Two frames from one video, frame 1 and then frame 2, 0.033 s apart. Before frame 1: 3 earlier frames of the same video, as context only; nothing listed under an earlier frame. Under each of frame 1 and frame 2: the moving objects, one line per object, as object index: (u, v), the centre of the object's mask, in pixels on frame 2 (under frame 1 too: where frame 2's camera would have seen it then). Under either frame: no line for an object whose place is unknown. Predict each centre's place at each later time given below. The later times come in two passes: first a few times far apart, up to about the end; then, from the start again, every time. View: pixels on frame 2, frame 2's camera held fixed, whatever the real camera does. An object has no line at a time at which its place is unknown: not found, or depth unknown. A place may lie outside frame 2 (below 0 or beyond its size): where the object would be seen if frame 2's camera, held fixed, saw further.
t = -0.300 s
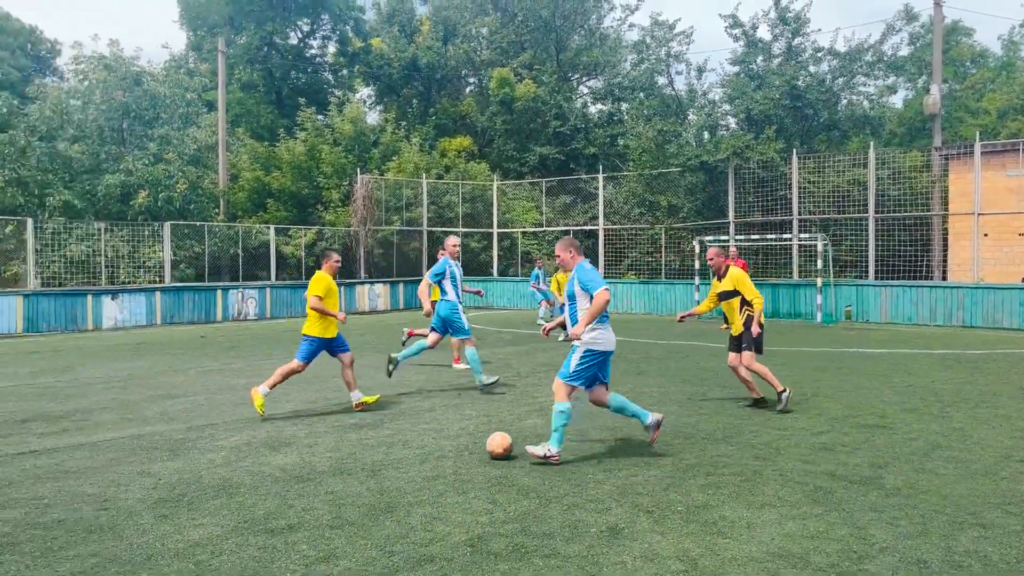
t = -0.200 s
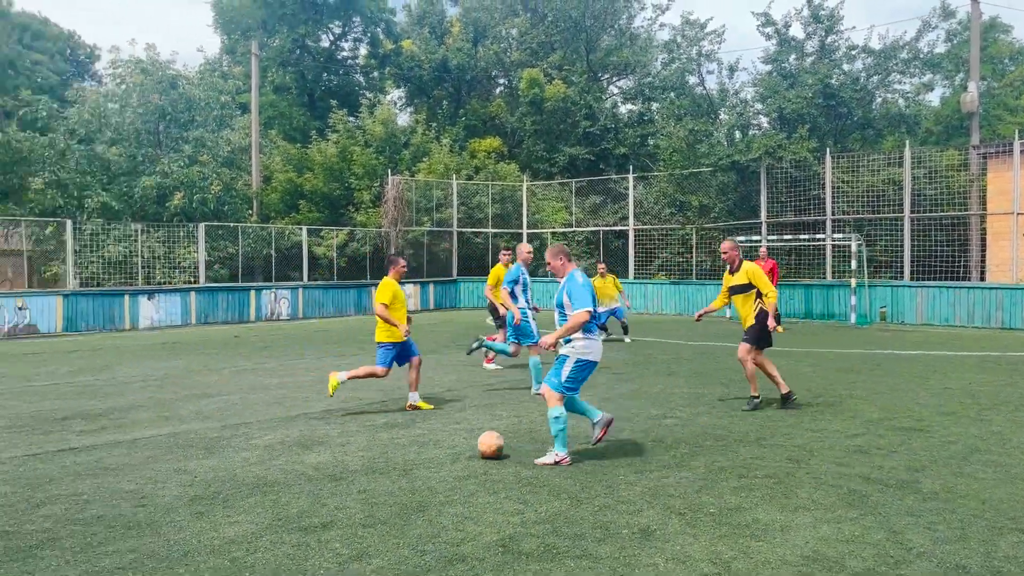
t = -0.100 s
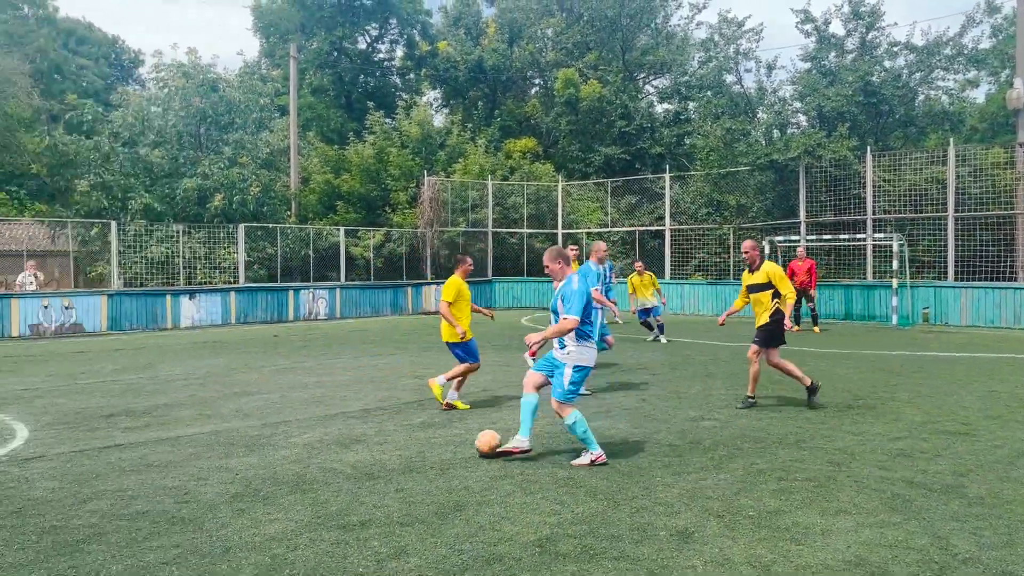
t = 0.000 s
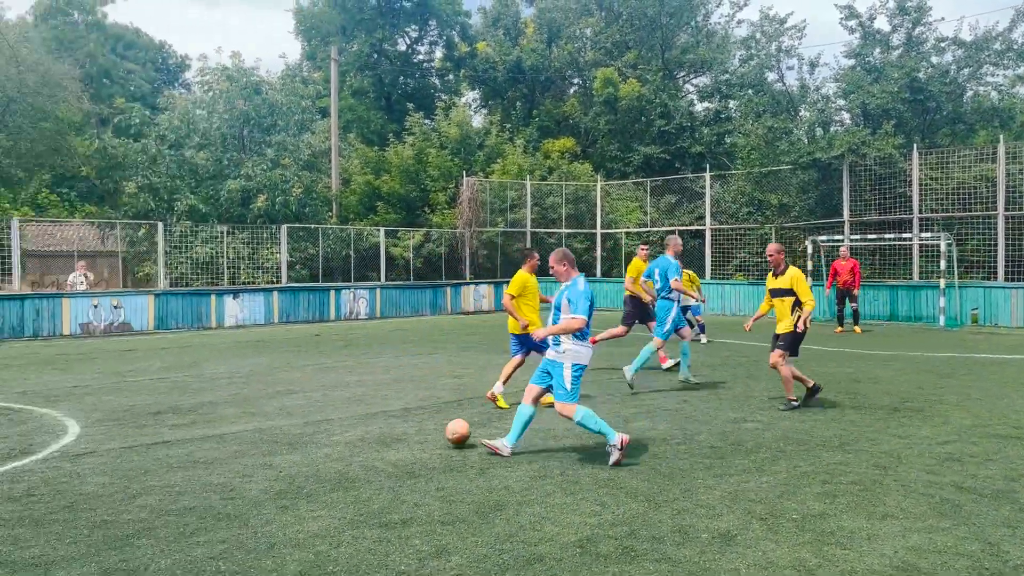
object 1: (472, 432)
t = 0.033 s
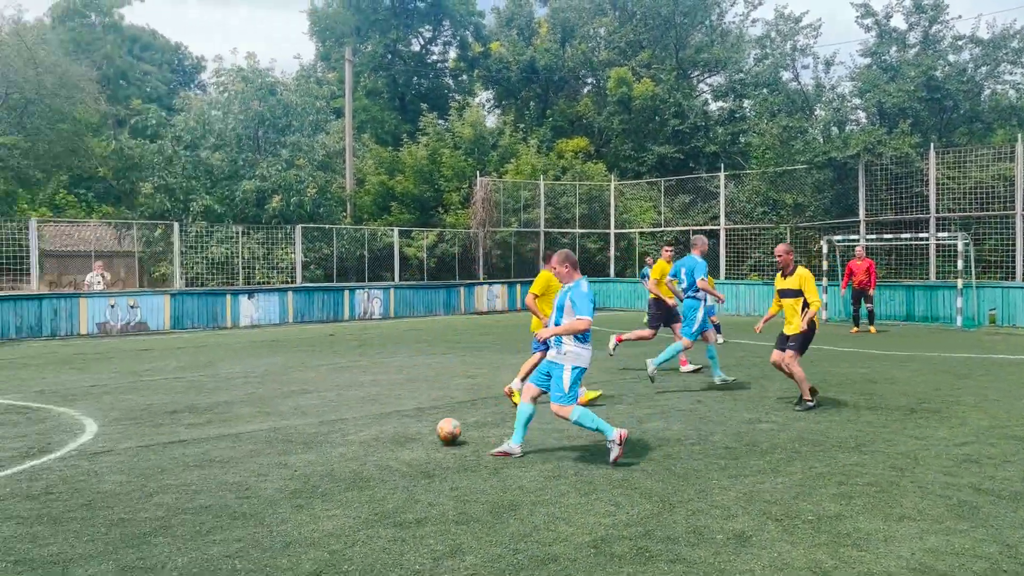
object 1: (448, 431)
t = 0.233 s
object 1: (338, 419)
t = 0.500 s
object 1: (233, 408)
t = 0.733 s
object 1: (157, 401)
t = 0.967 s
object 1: (92, 390)
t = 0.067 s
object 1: (426, 431)
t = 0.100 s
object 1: (407, 428)
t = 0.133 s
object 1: (388, 426)
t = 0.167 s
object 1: (371, 422)
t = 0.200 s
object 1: (354, 420)
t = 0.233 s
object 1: (338, 419)
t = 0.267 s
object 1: (323, 417)
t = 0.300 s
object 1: (309, 414)
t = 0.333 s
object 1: (295, 413)
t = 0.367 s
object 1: (282, 412)
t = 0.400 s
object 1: (269, 411)
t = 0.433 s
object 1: (257, 409)
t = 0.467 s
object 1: (245, 409)
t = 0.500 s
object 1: (233, 408)
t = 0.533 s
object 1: (222, 406)
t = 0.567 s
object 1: (210, 405)
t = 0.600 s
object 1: (199, 405)
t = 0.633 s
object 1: (189, 403)
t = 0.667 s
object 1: (178, 403)
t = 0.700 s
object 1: (168, 402)
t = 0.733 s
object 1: (157, 401)
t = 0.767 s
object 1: (148, 399)
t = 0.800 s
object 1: (139, 397)
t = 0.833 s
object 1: (129, 396)
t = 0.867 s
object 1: (119, 396)
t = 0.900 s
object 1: (110, 394)
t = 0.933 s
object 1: (101, 392)
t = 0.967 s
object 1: (92, 390)
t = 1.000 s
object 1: (83, 391)
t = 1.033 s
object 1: (74, 390)
